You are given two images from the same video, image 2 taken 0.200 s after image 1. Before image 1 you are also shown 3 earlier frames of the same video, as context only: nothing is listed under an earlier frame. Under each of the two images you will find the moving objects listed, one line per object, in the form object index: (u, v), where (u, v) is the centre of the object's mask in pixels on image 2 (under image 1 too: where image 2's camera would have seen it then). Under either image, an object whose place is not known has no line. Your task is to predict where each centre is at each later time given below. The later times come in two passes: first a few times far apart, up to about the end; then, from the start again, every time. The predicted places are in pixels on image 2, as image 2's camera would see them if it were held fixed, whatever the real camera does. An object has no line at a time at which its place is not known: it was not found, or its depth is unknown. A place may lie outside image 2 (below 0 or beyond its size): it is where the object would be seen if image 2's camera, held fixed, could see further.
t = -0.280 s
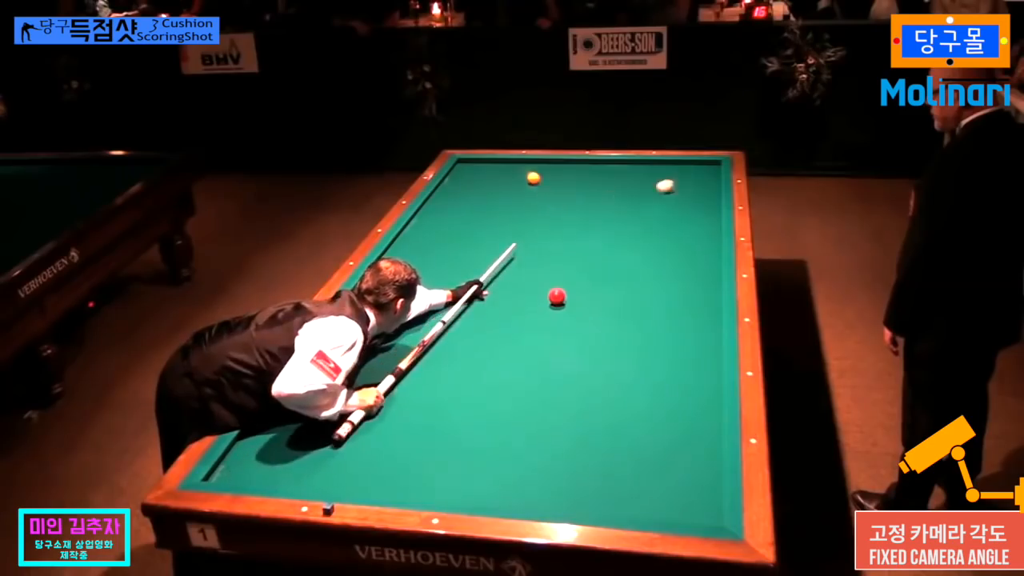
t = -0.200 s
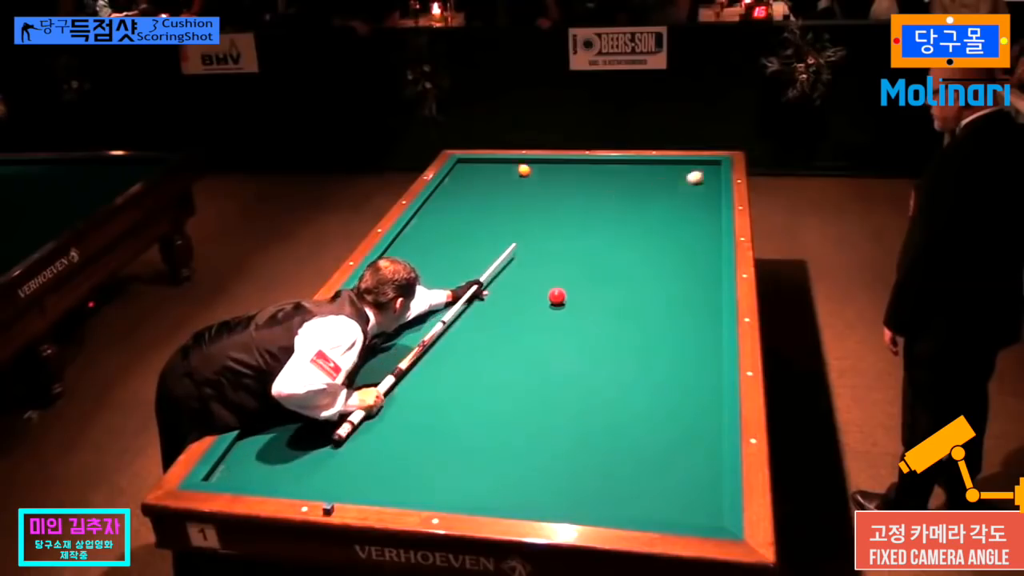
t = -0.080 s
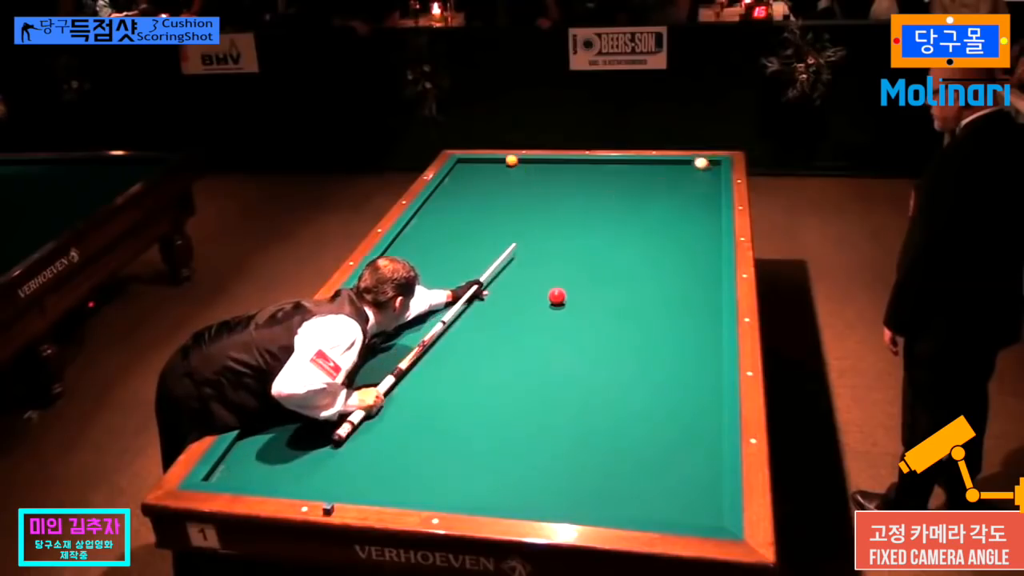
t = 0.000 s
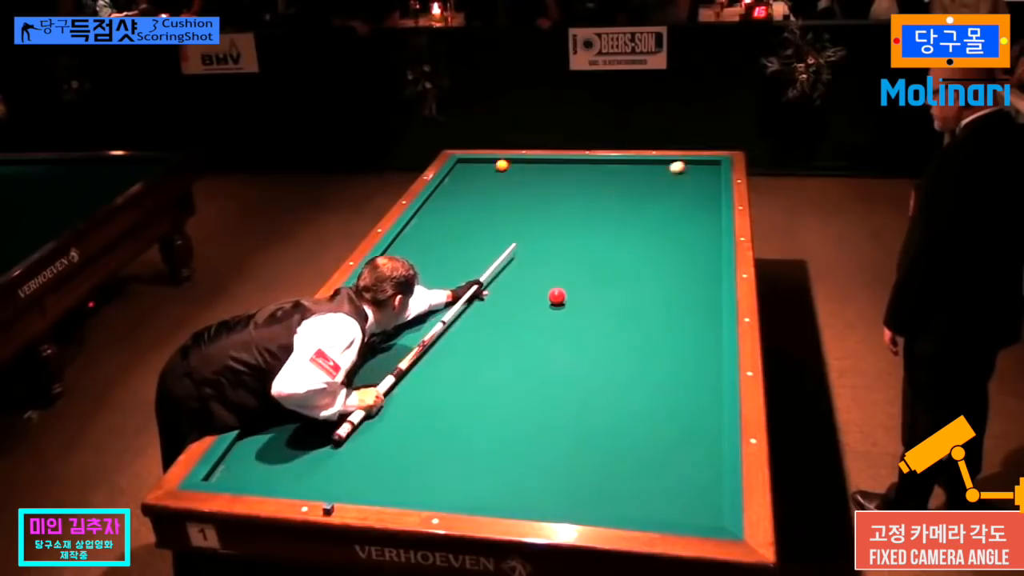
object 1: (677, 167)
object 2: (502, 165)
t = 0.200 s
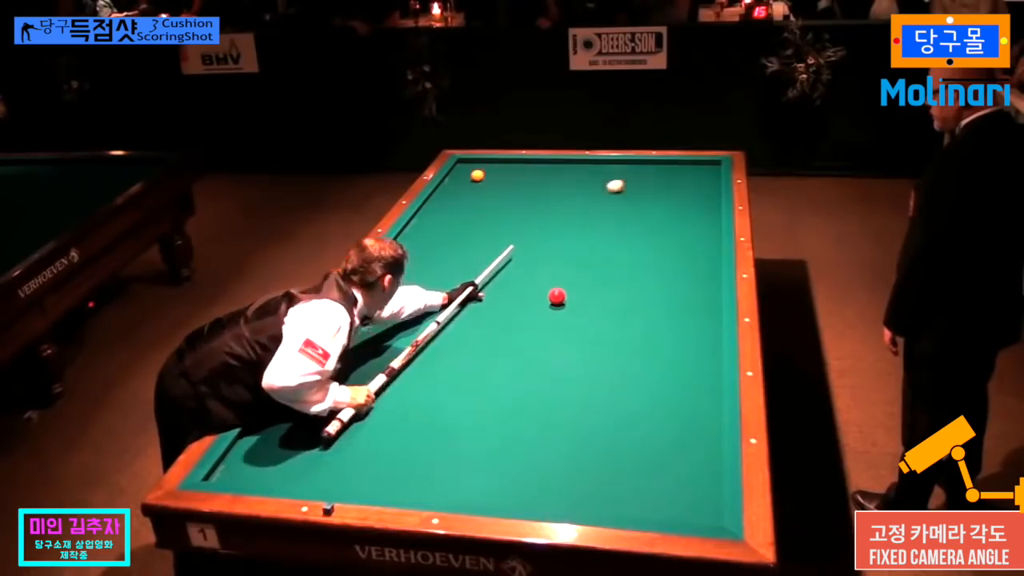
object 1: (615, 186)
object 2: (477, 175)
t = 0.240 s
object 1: (604, 189)
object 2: (472, 177)
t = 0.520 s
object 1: (526, 212)
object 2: (438, 191)
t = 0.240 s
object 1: (604, 189)
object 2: (472, 177)
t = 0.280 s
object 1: (592, 193)
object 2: (467, 179)
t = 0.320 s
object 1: (581, 196)
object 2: (462, 181)
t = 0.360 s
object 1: (570, 199)
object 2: (457, 183)
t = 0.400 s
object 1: (559, 202)
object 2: (453, 185)
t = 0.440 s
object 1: (548, 206)
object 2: (448, 187)
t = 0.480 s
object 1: (537, 209)
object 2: (442, 189)
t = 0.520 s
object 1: (526, 212)
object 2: (438, 191)
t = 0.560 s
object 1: (515, 215)
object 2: (439, 193)
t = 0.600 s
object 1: (503, 219)
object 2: (440, 194)
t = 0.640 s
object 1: (491, 222)
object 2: (441, 196)
